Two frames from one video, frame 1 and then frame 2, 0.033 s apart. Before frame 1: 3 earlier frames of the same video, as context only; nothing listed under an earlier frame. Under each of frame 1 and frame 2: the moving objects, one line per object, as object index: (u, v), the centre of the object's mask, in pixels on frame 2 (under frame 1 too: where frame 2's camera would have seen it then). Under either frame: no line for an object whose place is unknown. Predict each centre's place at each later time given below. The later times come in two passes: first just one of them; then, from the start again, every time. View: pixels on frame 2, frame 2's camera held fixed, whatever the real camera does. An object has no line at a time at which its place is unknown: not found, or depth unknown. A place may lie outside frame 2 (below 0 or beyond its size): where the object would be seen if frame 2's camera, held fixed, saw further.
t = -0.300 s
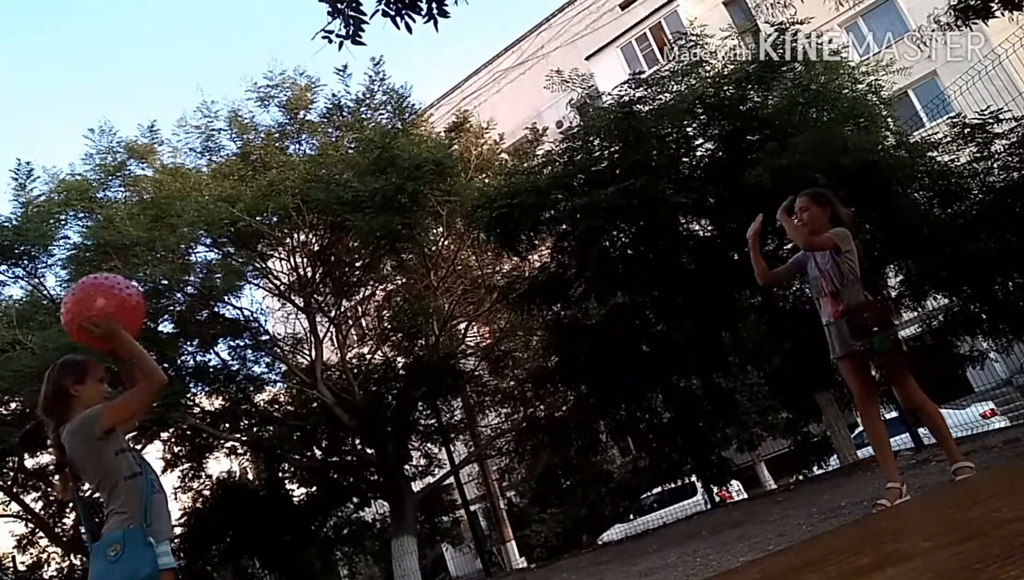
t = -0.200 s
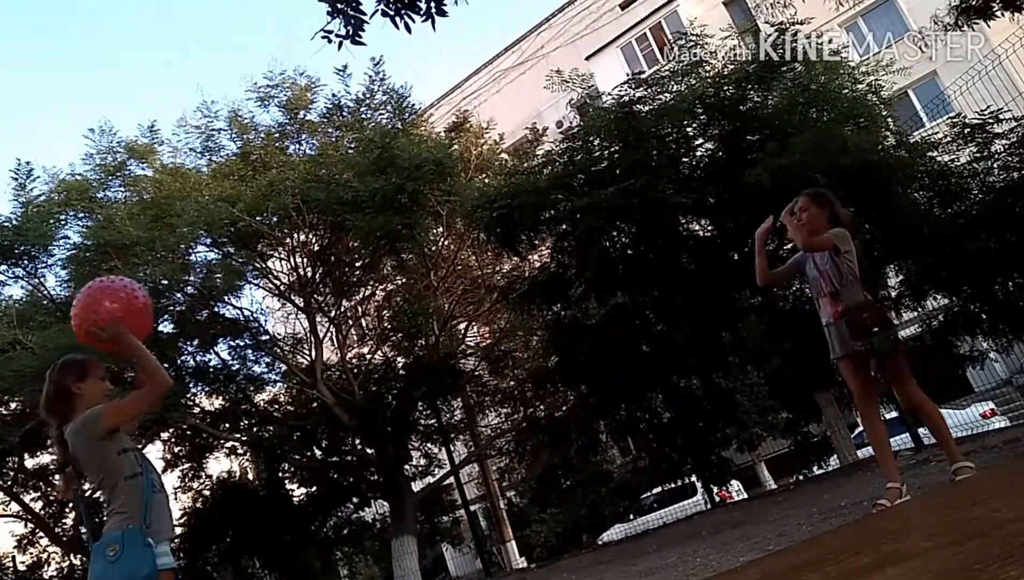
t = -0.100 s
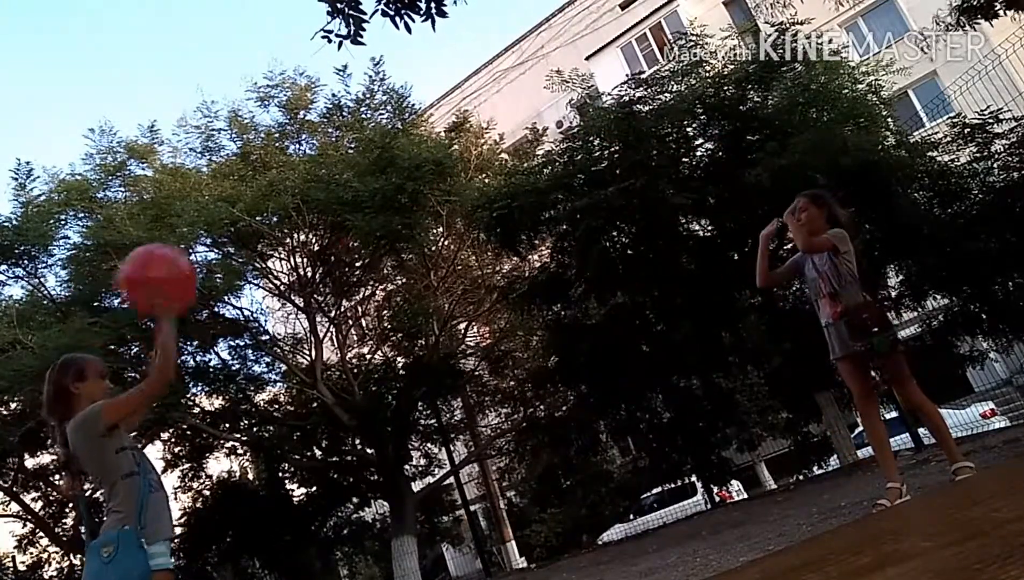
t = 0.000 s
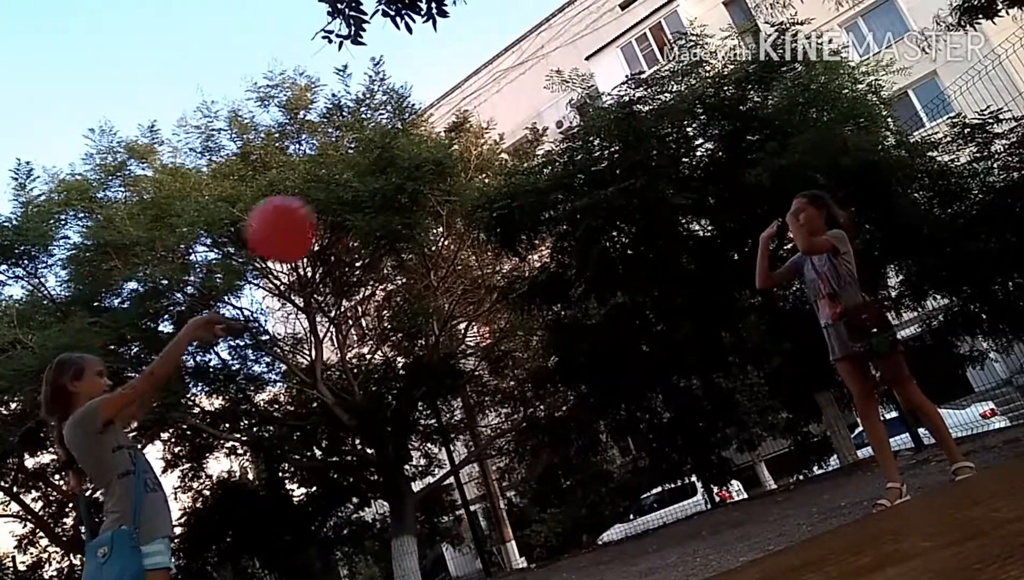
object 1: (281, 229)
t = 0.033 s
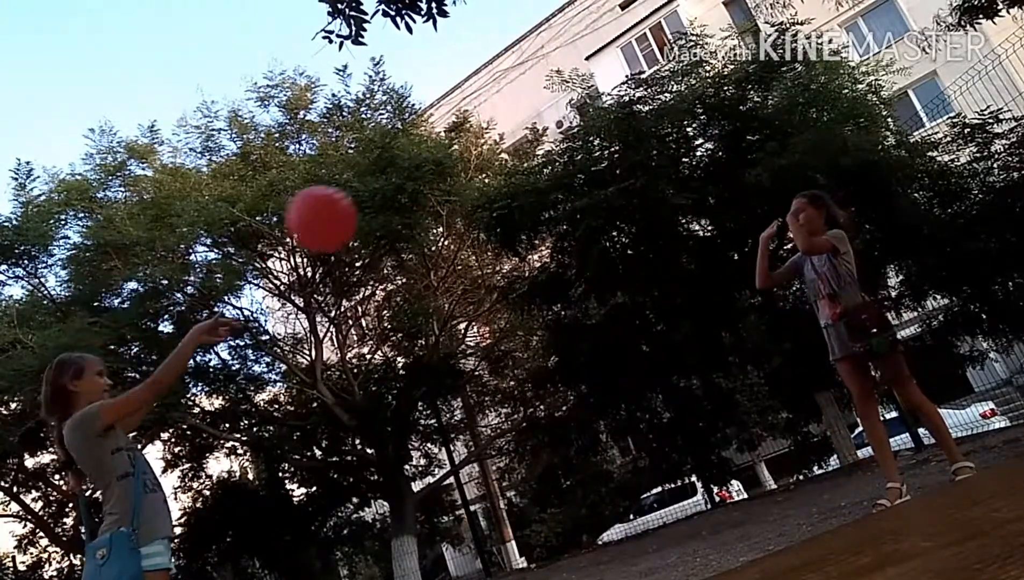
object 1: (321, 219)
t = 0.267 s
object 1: (575, 213)
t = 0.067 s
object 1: (359, 211)
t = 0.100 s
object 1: (396, 206)
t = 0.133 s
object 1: (433, 203)
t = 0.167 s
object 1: (469, 203)
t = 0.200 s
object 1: (505, 204)
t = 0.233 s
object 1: (540, 207)
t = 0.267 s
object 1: (575, 213)
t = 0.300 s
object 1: (608, 220)
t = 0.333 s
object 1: (642, 230)
